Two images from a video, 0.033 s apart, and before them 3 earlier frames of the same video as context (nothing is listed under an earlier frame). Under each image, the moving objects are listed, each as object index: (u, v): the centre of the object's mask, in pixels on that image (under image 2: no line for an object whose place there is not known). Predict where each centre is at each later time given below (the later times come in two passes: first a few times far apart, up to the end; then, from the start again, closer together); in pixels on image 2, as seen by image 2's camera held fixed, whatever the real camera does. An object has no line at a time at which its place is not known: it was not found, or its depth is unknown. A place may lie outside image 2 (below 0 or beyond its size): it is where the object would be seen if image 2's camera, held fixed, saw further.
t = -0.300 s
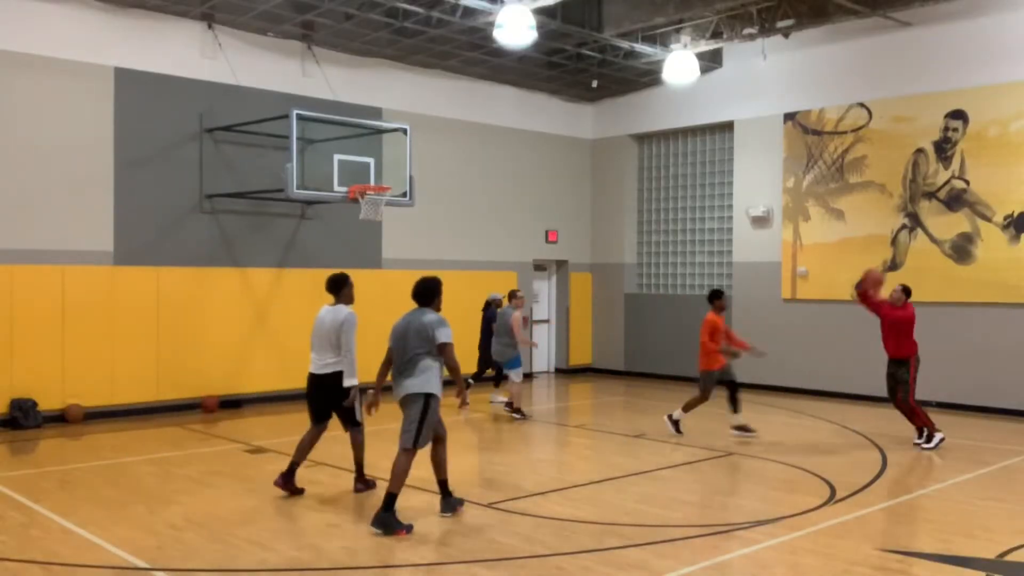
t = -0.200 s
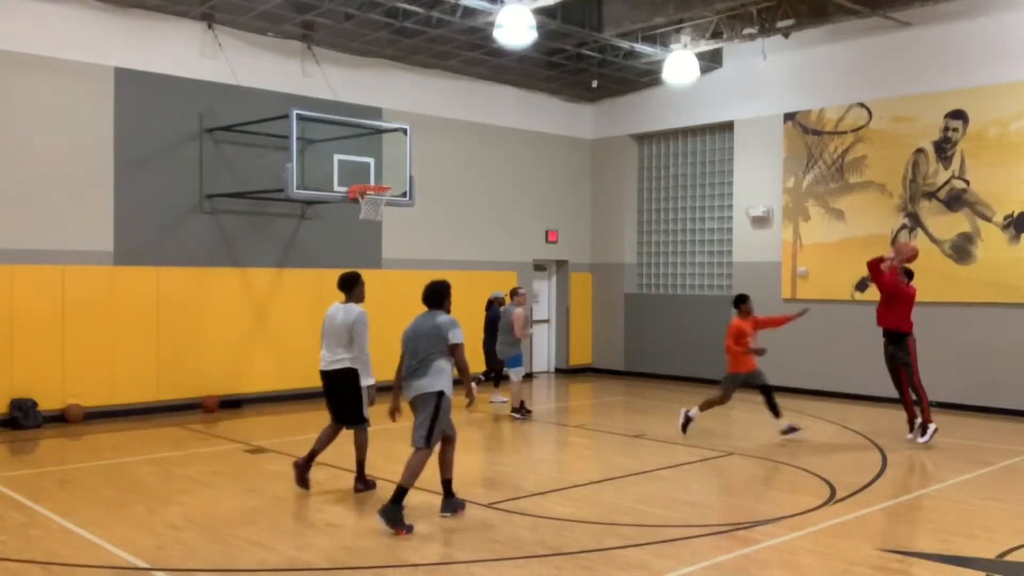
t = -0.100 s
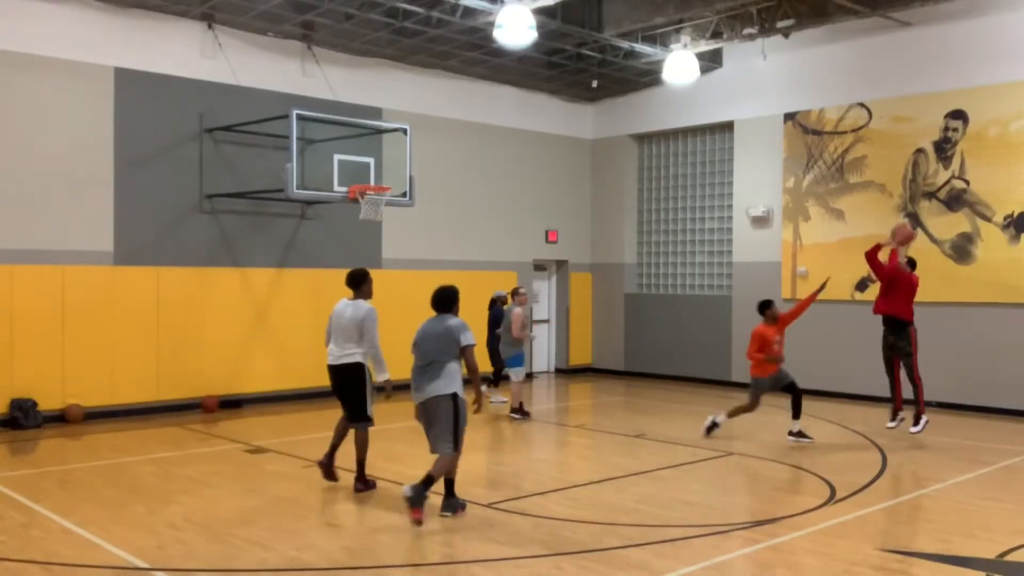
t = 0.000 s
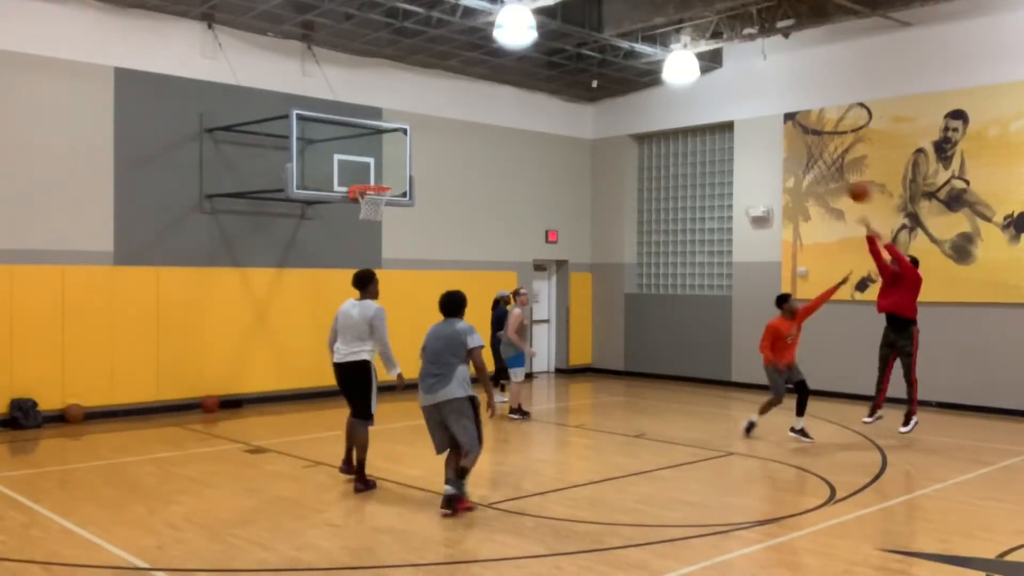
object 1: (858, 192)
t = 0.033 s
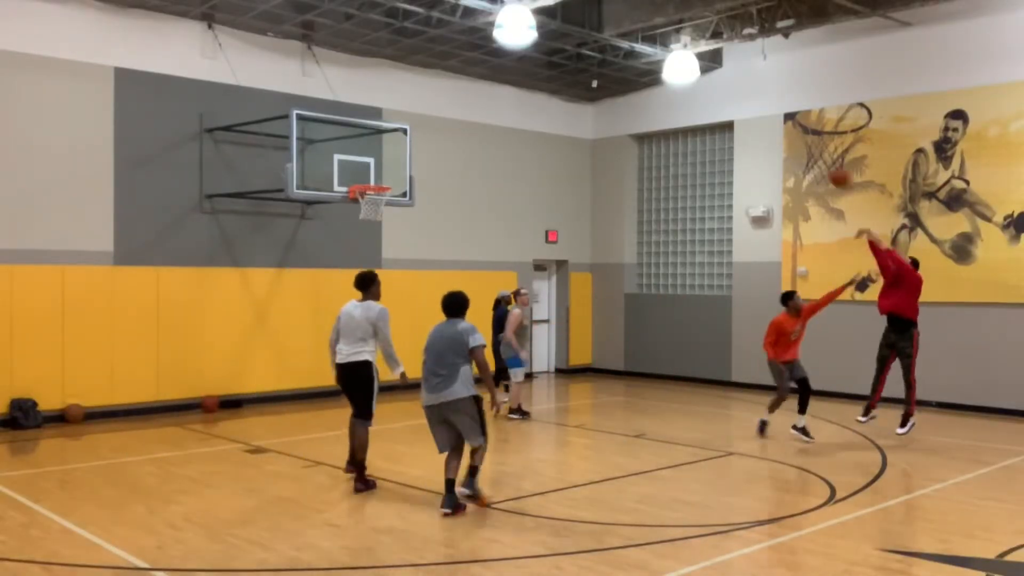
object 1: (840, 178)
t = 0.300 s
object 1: (697, 100)
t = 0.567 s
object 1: (564, 87)
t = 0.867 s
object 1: (430, 139)
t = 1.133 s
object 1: (361, 223)
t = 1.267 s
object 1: (364, 269)
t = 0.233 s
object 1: (732, 114)
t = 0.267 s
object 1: (715, 106)
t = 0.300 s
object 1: (697, 100)
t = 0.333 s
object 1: (681, 96)
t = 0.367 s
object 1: (664, 93)
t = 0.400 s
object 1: (647, 89)
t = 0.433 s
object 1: (630, 86)
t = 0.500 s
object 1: (598, 86)
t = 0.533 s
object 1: (580, 87)
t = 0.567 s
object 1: (564, 87)
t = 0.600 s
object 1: (549, 89)
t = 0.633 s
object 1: (534, 93)
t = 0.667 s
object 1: (519, 97)
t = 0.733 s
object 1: (489, 108)
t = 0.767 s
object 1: (474, 115)
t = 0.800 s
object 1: (459, 123)
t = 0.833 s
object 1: (445, 130)
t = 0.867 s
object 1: (430, 139)
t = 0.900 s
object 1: (417, 149)
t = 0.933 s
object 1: (402, 160)
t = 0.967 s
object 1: (388, 170)
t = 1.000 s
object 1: (375, 179)
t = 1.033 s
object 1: (360, 193)
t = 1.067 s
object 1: (359, 202)
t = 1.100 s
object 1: (360, 214)
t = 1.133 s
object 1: (361, 223)
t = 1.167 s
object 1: (362, 233)
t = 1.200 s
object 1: (363, 244)
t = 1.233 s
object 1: (364, 256)
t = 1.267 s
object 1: (364, 269)
